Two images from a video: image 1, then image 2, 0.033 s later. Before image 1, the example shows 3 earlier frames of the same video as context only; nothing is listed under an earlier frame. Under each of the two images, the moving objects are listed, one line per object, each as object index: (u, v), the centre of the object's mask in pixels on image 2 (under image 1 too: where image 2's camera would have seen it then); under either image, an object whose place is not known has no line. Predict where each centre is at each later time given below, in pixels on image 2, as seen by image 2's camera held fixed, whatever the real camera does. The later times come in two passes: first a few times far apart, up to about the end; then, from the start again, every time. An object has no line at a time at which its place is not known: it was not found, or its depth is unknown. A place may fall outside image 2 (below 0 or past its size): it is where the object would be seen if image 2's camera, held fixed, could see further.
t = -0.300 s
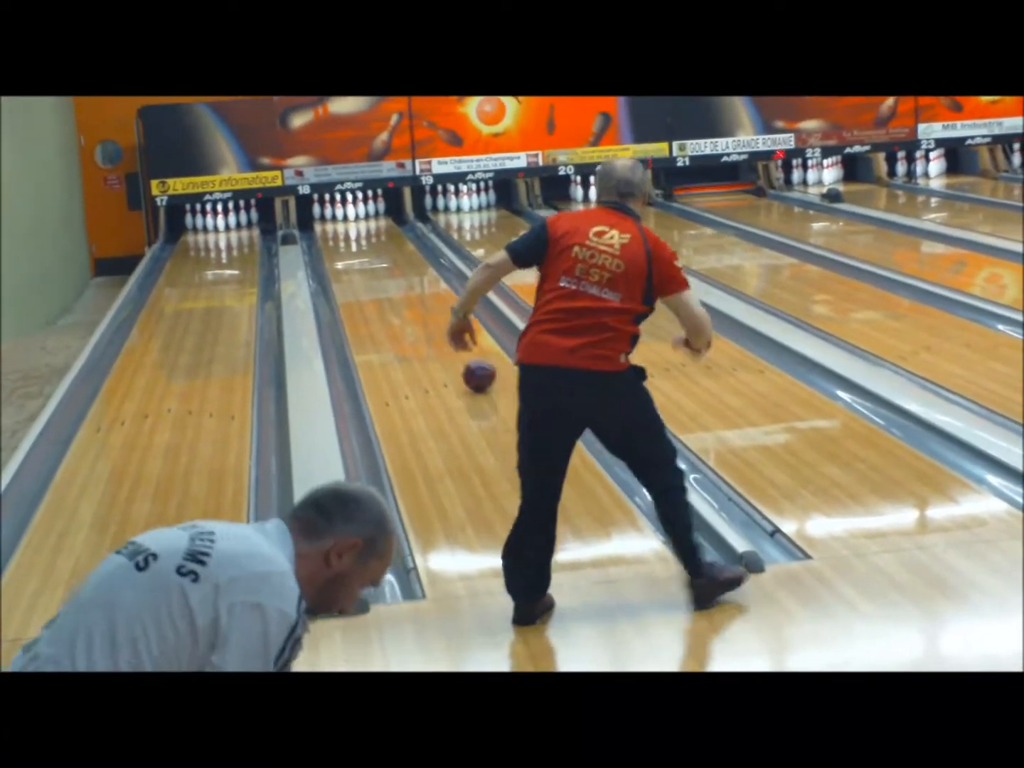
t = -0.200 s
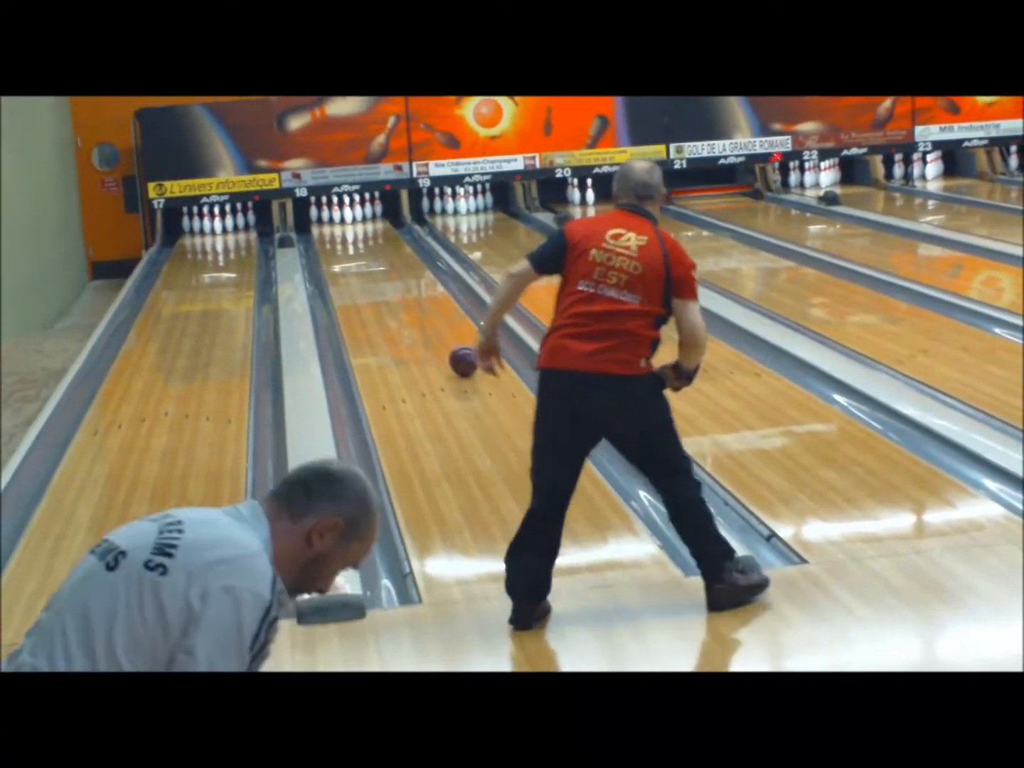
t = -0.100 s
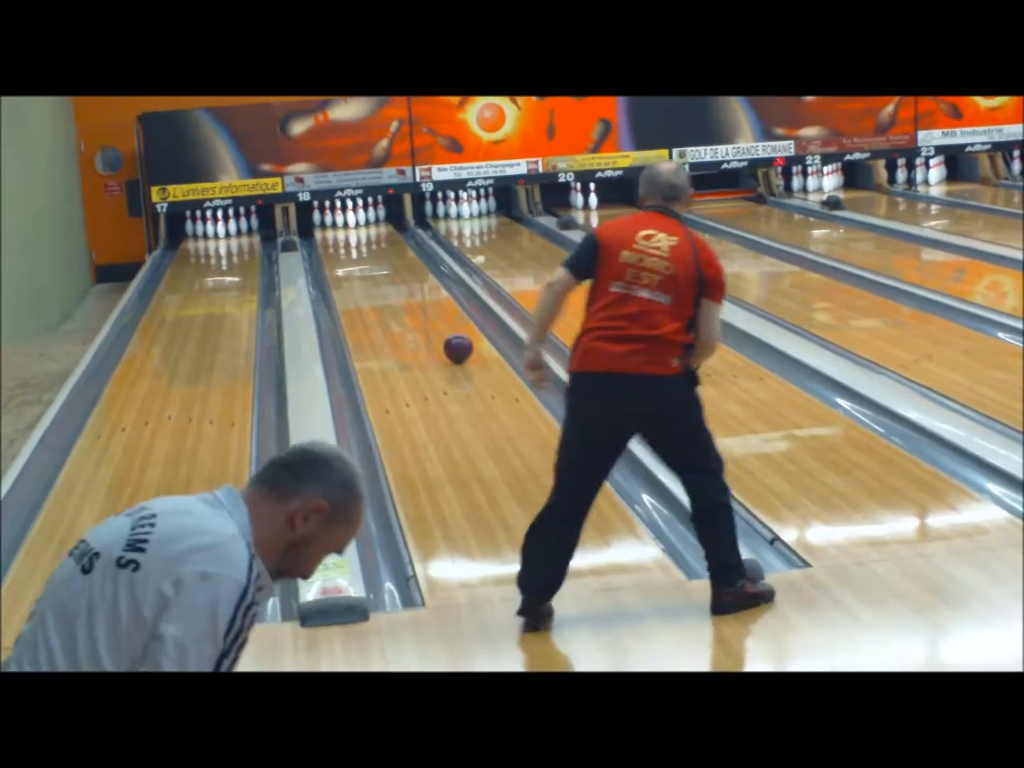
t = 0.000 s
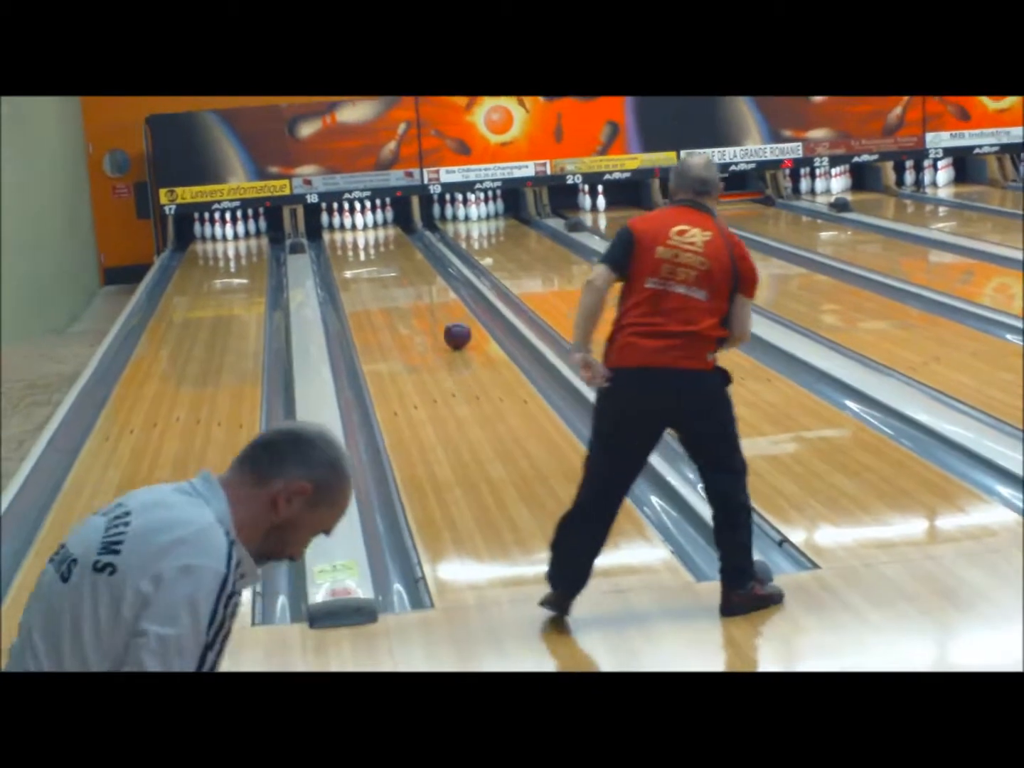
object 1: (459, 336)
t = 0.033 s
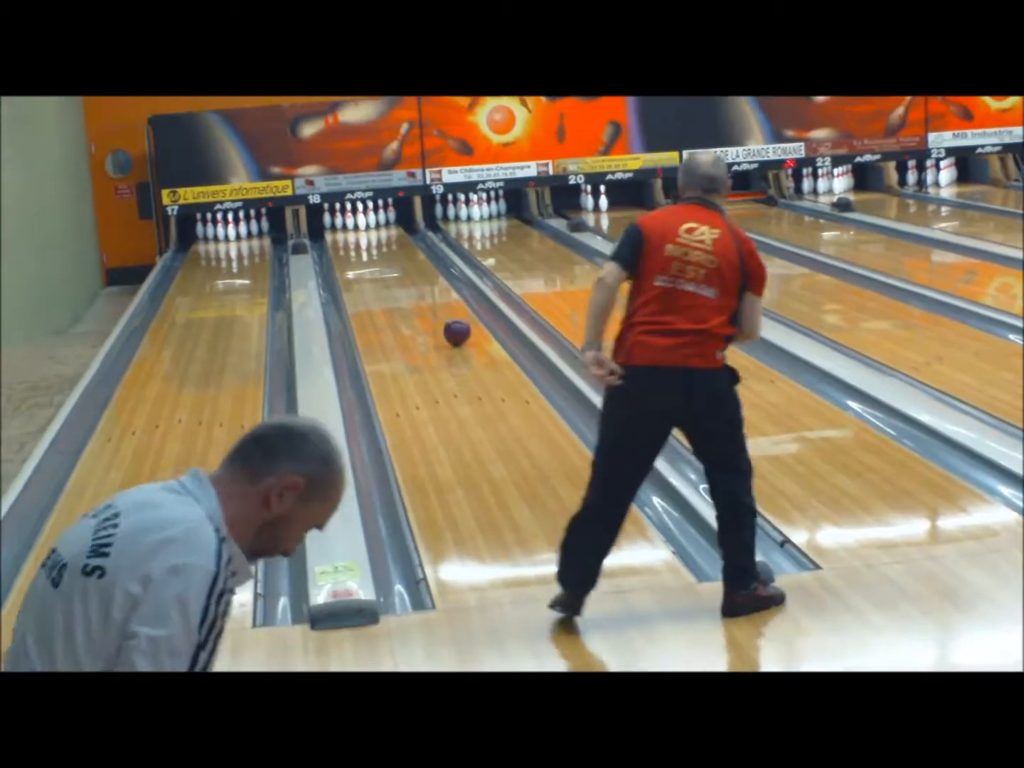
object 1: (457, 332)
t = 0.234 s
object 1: (442, 308)
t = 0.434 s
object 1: (430, 289)
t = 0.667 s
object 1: (418, 270)
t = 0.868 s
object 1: (408, 256)
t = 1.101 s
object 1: (396, 244)
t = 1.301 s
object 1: (386, 235)
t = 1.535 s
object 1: (371, 227)
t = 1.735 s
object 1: (362, 221)
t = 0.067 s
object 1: (454, 328)
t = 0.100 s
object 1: (451, 324)
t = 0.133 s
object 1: (449, 320)
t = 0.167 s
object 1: (447, 316)
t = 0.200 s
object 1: (445, 312)
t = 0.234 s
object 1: (442, 308)
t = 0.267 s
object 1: (440, 305)
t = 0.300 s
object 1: (438, 302)
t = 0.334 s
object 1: (436, 298)
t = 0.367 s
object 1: (434, 295)
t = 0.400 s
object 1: (432, 292)
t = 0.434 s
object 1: (430, 289)
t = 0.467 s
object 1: (428, 286)
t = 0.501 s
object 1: (426, 283)
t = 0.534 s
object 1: (425, 281)
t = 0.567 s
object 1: (423, 278)
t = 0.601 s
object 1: (421, 275)
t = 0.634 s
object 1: (419, 273)
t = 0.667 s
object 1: (418, 270)
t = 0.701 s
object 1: (416, 267)
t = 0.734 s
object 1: (415, 265)
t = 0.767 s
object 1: (413, 263)
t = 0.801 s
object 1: (411, 261)
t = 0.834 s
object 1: (410, 259)
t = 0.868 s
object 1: (408, 256)
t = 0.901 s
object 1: (406, 255)
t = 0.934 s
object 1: (405, 252)
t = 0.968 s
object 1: (403, 251)
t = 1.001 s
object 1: (401, 249)
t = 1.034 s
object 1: (400, 247)
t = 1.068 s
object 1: (398, 245)
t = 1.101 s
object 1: (396, 244)
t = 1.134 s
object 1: (395, 242)
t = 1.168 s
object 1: (393, 241)
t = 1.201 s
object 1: (391, 239)
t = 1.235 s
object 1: (389, 237)
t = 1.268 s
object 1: (388, 236)
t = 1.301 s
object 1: (386, 235)
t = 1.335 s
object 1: (384, 234)
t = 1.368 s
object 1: (381, 233)
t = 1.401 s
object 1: (380, 232)
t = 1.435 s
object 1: (378, 230)
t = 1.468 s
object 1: (376, 229)
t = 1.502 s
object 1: (374, 228)
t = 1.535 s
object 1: (371, 227)
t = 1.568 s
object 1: (369, 225)
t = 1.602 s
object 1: (367, 224)
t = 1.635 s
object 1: (365, 224)
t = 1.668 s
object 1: (363, 223)
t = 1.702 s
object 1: (363, 222)
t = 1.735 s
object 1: (362, 221)
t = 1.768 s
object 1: (360, 221)
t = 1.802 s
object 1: (358, 220)
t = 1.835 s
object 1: (358, 219)
